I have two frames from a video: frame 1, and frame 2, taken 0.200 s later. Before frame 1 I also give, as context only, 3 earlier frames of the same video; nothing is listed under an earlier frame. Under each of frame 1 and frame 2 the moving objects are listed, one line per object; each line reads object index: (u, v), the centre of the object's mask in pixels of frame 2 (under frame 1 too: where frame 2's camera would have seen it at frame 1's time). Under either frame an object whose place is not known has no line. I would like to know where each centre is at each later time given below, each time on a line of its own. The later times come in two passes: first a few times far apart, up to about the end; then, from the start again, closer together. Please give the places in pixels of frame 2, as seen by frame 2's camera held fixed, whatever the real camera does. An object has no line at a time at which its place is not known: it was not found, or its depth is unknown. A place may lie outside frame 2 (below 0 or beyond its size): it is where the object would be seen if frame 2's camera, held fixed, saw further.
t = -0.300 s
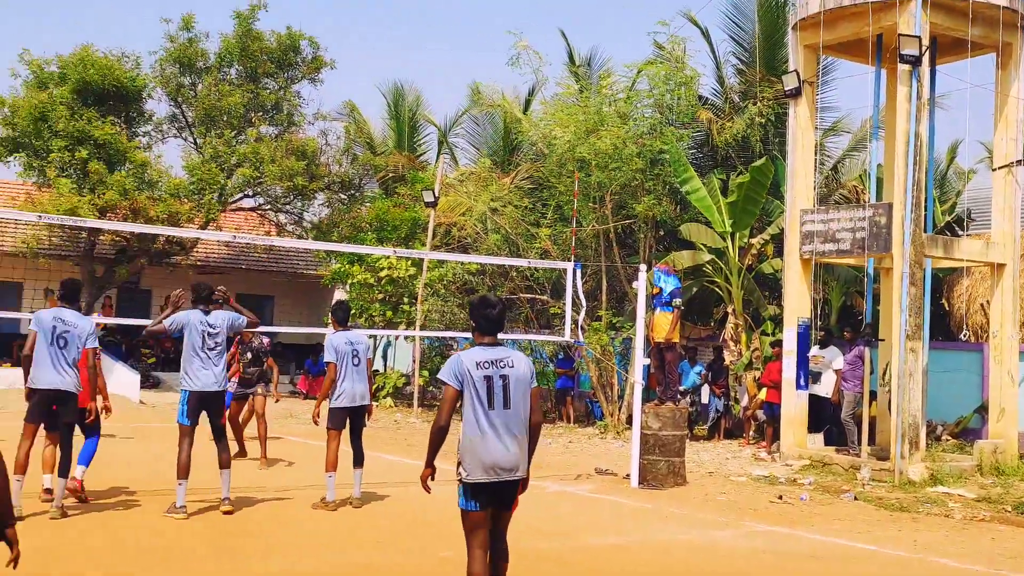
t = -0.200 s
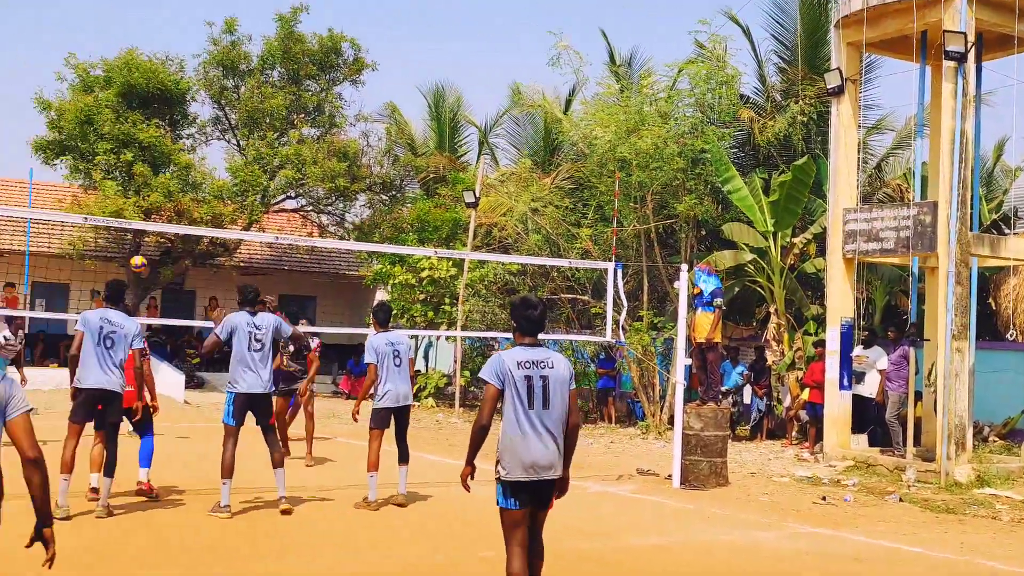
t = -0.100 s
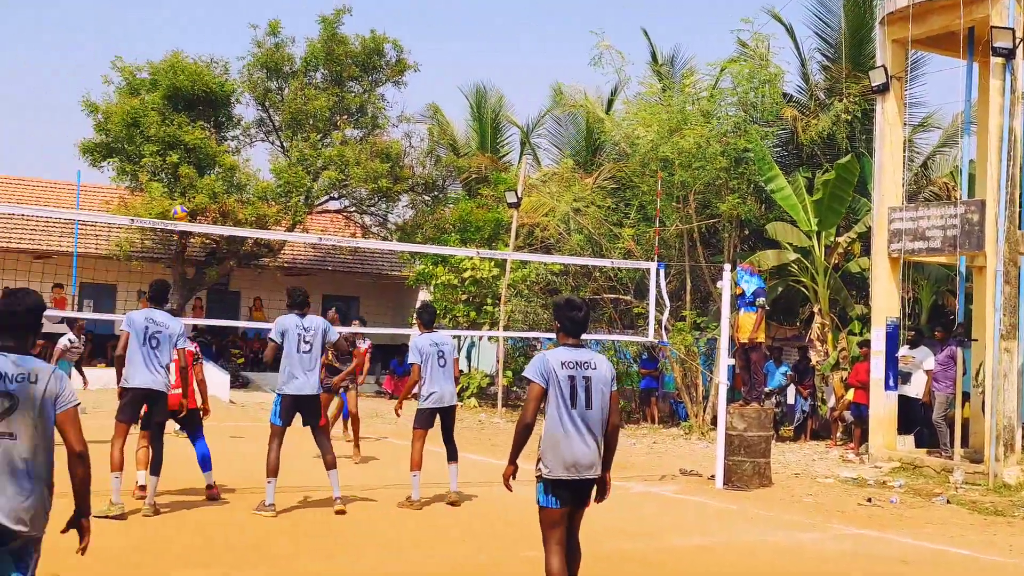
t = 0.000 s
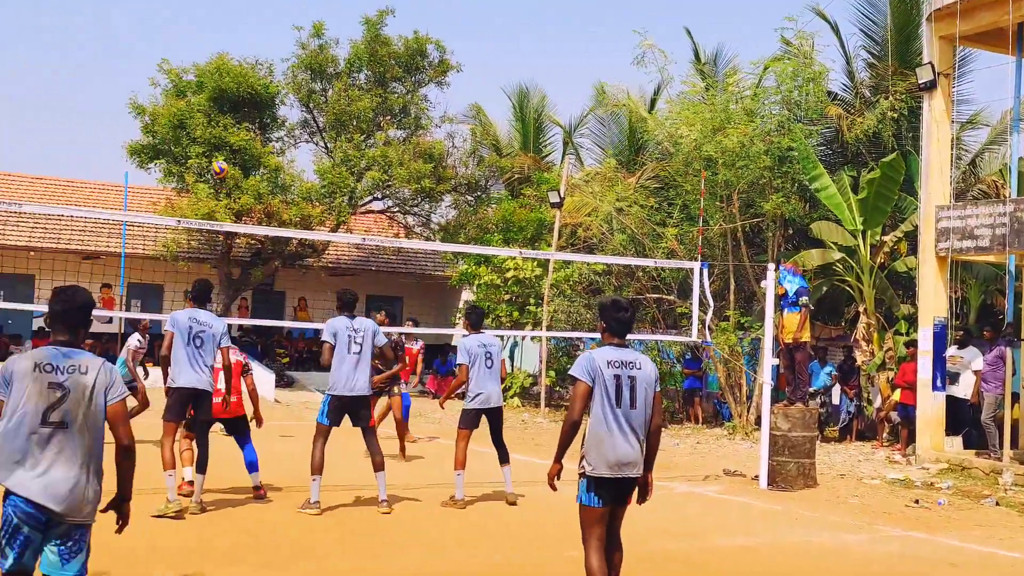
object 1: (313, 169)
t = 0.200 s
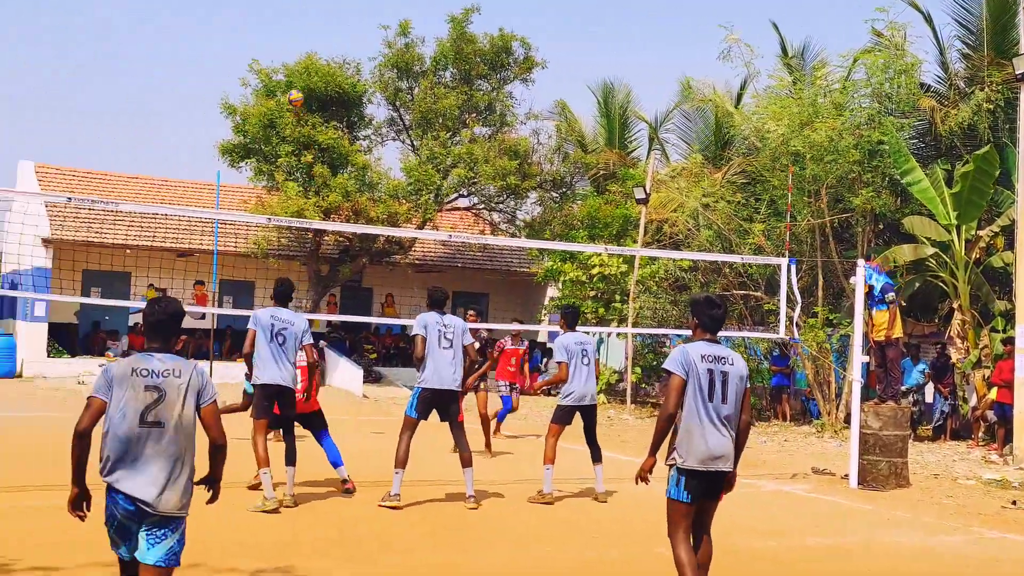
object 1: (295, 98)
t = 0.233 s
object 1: (292, 89)
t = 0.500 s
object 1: (264, 42)
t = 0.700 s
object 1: (240, 44)
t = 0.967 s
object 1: (204, 105)
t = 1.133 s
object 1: (180, 182)
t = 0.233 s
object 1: (292, 89)
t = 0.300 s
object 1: (285, 72)
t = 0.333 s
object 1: (282, 66)
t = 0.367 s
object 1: (279, 59)
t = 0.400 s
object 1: (275, 53)
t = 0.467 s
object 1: (268, 45)
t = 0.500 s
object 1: (264, 42)
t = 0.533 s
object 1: (260, 39)
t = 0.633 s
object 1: (249, 40)
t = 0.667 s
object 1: (244, 41)
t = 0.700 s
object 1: (240, 44)
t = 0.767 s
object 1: (232, 53)
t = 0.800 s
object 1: (227, 58)
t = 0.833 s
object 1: (222, 65)
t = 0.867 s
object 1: (218, 73)
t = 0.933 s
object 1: (210, 93)
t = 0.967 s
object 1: (204, 105)
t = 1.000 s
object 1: (200, 118)
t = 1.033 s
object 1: (195, 133)
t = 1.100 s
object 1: (186, 165)
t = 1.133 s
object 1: (180, 182)
